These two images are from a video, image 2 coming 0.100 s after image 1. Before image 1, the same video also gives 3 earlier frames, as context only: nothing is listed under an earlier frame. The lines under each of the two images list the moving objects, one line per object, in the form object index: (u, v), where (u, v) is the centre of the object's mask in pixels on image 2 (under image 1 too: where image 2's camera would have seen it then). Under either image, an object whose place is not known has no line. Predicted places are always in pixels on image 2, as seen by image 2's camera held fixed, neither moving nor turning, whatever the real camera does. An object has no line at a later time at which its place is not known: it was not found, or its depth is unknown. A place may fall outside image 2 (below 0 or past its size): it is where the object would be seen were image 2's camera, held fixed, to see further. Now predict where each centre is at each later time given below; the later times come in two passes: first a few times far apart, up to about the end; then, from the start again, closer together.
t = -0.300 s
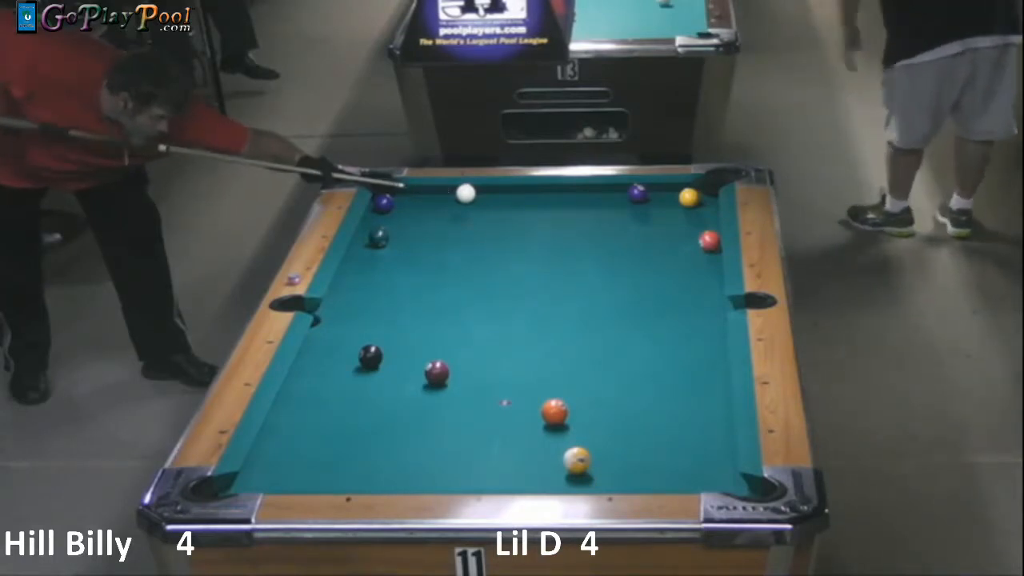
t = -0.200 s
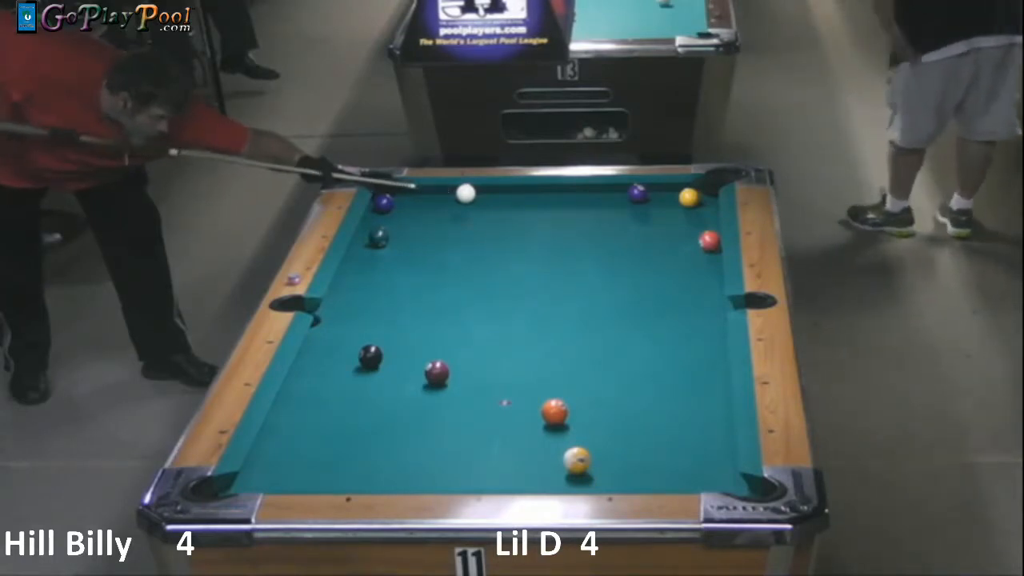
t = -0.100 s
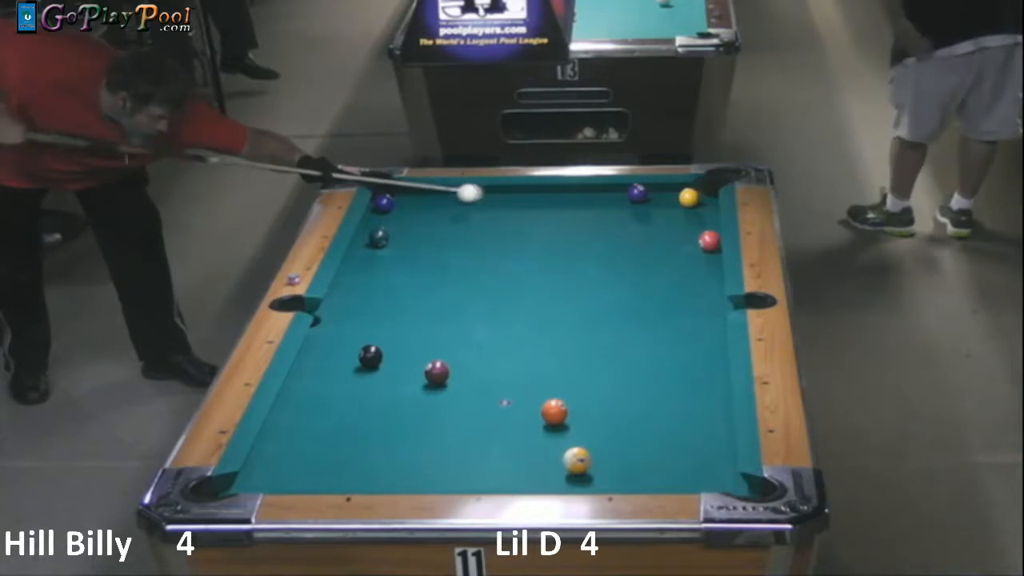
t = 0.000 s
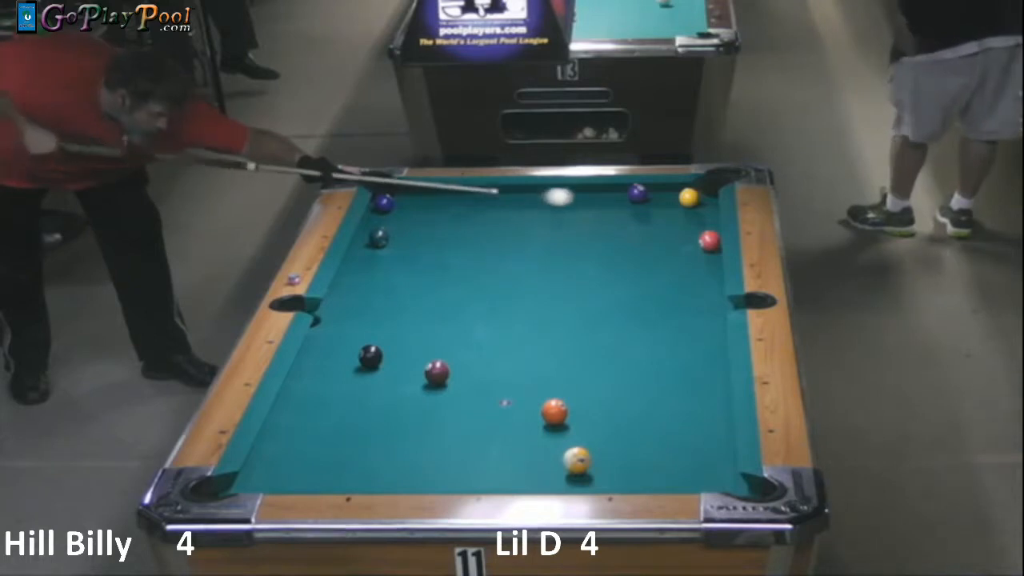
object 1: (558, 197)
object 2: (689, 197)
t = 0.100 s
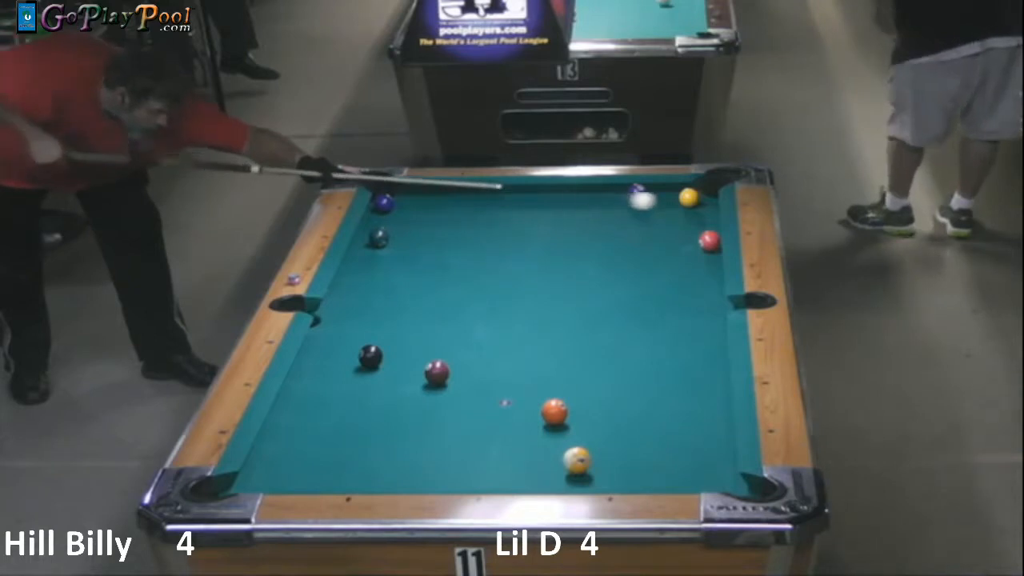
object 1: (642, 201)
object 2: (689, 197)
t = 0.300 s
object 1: (661, 208)
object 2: (701, 190)
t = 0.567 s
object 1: (568, 212)
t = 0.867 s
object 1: (467, 216)
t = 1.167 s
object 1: (372, 220)
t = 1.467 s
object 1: (439, 218)
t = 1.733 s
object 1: (496, 216)
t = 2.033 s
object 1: (559, 214)
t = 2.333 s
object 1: (619, 213)
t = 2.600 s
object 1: (670, 211)
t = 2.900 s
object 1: (700, 211)
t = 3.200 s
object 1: (664, 210)
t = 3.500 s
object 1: (630, 210)
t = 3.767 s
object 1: (602, 210)
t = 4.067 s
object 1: (573, 211)
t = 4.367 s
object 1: (546, 211)
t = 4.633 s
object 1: (524, 211)
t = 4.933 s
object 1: (502, 211)
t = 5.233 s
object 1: (481, 211)
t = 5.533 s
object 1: (463, 212)
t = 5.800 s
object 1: (449, 212)
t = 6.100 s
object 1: (435, 211)
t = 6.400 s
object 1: (424, 211)
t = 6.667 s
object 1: (416, 211)
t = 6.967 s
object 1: (409, 212)
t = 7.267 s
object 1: (405, 212)
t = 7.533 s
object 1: (402, 212)
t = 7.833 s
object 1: (401, 212)
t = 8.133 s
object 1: (401, 212)
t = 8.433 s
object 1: (401, 212)
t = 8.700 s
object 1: (401, 212)
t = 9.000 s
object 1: (401, 212)
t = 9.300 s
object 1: (401, 212)
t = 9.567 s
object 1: (401, 212)
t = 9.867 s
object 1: (401, 212)
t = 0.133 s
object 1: (668, 202)
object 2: (689, 197)
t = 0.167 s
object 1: (693, 204)
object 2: (689, 193)
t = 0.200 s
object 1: (707, 207)
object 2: (693, 194)
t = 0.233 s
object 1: (691, 207)
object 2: (696, 191)
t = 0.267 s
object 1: (676, 208)
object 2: (699, 191)
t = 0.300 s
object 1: (661, 208)
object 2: (701, 190)
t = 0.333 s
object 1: (649, 209)
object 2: (704, 188)
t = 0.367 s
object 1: (637, 209)
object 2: (706, 187)
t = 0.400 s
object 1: (625, 210)
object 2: (708, 186)
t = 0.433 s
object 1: (614, 210)
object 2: (711, 186)
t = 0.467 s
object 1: (602, 210)
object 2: (713, 188)
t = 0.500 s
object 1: (591, 211)
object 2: (714, 191)
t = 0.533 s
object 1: (579, 211)
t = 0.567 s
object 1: (568, 212)
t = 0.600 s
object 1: (557, 212)
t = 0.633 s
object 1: (545, 212)
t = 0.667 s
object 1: (534, 213)
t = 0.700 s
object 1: (523, 214)
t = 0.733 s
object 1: (511, 214)
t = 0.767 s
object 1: (500, 214)
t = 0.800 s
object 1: (489, 215)
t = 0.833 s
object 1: (478, 215)
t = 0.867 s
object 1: (467, 216)
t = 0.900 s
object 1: (455, 216)
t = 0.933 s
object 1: (444, 217)
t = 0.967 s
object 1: (433, 217)
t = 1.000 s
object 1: (422, 218)
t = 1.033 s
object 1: (411, 218)
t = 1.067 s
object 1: (400, 219)
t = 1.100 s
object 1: (389, 219)
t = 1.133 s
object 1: (378, 219)
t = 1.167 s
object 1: (372, 220)
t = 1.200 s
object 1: (380, 219)
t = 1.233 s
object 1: (388, 219)
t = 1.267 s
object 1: (395, 219)
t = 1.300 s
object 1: (402, 219)
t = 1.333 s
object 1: (410, 219)
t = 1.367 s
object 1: (417, 218)
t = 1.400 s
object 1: (425, 218)
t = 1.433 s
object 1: (432, 218)
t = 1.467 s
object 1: (439, 218)
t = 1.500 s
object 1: (447, 217)
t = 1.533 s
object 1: (454, 217)
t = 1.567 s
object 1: (461, 217)
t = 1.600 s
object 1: (468, 217)
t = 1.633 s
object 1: (475, 217)
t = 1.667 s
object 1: (482, 216)
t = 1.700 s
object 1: (489, 216)
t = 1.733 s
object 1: (496, 216)
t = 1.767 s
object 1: (503, 216)
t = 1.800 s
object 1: (510, 215)
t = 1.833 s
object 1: (517, 215)
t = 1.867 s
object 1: (524, 215)
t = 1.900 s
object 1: (531, 215)
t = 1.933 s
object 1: (538, 215)
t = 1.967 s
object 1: (545, 215)
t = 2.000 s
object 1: (552, 214)
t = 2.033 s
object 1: (559, 214)
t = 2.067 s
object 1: (565, 214)
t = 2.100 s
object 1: (572, 214)
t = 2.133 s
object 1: (579, 214)
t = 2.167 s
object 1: (585, 213)
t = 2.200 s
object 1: (592, 213)
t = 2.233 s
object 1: (599, 213)
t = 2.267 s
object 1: (605, 213)
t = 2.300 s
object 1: (612, 213)
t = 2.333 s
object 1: (619, 213)
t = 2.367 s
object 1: (625, 213)
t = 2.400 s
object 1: (632, 213)
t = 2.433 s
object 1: (638, 212)
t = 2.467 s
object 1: (645, 212)
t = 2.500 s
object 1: (651, 212)
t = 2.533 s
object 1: (658, 212)
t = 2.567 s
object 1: (664, 212)
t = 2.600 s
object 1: (670, 211)
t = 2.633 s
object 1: (676, 211)
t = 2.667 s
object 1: (683, 211)
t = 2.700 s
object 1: (689, 211)
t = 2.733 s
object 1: (695, 211)
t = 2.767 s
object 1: (701, 211)
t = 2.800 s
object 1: (707, 210)
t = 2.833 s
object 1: (707, 210)
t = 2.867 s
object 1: (705, 210)
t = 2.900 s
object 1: (700, 211)
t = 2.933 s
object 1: (695, 211)
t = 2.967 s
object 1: (691, 211)
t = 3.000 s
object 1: (687, 211)
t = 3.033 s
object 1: (683, 210)
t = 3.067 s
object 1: (679, 210)
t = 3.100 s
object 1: (676, 211)
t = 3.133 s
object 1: (672, 210)
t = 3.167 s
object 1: (668, 210)
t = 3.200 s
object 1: (664, 210)
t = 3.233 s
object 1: (660, 210)
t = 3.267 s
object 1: (656, 210)
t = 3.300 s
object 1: (652, 210)
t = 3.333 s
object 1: (649, 210)
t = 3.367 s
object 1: (645, 210)
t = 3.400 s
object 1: (641, 210)
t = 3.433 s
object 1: (638, 210)
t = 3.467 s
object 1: (634, 210)
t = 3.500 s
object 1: (630, 210)
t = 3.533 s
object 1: (627, 210)
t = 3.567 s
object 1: (623, 210)
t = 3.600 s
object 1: (620, 210)
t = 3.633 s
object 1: (616, 211)
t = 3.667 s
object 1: (613, 210)
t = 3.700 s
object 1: (609, 210)
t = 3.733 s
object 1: (606, 210)
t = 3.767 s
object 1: (602, 210)
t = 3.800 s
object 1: (599, 210)
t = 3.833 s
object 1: (596, 211)
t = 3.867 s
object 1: (593, 211)
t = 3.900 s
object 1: (590, 210)
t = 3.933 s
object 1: (586, 210)
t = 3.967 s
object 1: (583, 210)
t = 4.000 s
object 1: (580, 210)
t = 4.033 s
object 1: (577, 210)
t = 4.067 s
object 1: (573, 211)
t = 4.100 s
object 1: (570, 211)
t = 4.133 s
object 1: (567, 211)
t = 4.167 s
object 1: (564, 211)
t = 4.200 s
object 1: (561, 211)
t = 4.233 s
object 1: (558, 211)
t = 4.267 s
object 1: (555, 211)
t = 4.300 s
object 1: (552, 211)
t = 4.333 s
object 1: (549, 211)
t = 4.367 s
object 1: (546, 211)
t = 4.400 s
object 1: (543, 211)
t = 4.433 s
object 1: (541, 211)
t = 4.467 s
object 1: (538, 211)
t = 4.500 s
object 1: (535, 211)
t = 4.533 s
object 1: (532, 211)
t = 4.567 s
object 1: (530, 211)
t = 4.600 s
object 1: (527, 211)
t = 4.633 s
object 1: (524, 211)
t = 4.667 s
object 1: (522, 211)
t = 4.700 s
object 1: (519, 211)
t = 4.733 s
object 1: (516, 211)
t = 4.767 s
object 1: (514, 211)
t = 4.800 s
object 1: (511, 211)
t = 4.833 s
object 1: (509, 211)
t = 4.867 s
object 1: (506, 211)
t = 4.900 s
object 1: (504, 211)
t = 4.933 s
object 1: (502, 211)
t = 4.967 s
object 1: (499, 211)
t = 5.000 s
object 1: (497, 211)
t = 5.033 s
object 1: (495, 211)
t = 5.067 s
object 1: (492, 211)
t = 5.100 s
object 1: (490, 211)
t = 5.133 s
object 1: (488, 211)
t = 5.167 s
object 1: (485, 211)
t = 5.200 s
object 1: (483, 211)
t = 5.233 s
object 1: (481, 211)
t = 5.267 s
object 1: (479, 211)
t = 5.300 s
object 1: (477, 211)
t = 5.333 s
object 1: (475, 212)
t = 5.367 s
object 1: (473, 212)
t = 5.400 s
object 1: (471, 211)
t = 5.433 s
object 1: (469, 212)
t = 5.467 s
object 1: (467, 211)
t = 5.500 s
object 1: (465, 211)
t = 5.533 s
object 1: (463, 212)
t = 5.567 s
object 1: (461, 211)
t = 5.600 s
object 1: (459, 212)
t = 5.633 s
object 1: (458, 212)
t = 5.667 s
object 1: (456, 212)
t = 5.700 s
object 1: (454, 212)
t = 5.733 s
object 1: (452, 212)
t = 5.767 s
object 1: (451, 212)
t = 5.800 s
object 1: (449, 212)
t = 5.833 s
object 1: (447, 212)
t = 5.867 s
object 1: (445, 212)
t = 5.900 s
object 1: (444, 212)
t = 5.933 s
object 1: (442, 212)
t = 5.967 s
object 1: (441, 212)
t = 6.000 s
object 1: (439, 212)
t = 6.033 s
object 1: (438, 212)
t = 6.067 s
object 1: (436, 212)
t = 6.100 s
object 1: (435, 211)
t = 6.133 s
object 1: (434, 211)
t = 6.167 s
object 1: (432, 211)
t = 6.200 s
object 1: (431, 211)
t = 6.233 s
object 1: (430, 211)
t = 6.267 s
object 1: (428, 212)
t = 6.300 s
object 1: (427, 211)
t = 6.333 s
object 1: (426, 212)
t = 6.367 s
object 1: (425, 212)
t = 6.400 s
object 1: (424, 211)
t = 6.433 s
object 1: (423, 211)
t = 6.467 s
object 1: (422, 212)
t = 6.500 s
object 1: (421, 212)
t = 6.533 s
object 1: (419, 212)
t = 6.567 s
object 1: (419, 212)
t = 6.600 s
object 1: (418, 211)
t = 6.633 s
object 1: (417, 212)
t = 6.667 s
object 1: (416, 211)
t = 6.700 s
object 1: (415, 211)
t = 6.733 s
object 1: (414, 211)
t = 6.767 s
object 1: (413, 211)
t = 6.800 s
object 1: (412, 212)
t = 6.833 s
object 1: (412, 212)
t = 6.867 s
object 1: (411, 212)
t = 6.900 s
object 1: (410, 212)
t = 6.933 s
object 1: (410, 212)
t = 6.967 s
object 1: (409, 212)
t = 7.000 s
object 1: (408, 212)
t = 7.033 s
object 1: (408, 212)
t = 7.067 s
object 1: (407, 212)
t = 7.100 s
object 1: (407, 212)
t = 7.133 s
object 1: (406, 212)
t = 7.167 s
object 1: (406, 212)
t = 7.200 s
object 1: (405, 212)
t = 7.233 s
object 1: (405, 212)
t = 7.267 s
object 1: (405, 212)
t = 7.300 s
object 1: (404, 212)
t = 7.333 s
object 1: (404, 212)
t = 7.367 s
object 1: (403, 212)
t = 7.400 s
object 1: (403, 212)
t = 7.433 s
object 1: (403, 212)
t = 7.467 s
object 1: (402, 212)
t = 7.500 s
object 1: (402, 212)
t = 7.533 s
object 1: (402, 212)
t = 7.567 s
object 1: (402, 212)
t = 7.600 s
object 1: (402, 212)
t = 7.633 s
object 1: (401, 212)
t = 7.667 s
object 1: (401, 212)
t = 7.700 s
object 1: (401, 212)
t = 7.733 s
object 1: (401, 212)
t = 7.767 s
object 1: (401, 212)
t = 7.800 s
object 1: (401, 212)
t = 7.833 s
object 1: (401, 212)
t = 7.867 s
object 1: (401, 212)
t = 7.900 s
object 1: (401, 212)
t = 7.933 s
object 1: (401, 212)
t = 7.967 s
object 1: (401, 212)
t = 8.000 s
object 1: (401, 212)
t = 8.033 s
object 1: (401, 212)
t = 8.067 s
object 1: (401, 212)
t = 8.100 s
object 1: (401, 212)
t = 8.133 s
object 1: (401, 212)
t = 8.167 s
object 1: (401, 212)
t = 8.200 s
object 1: (401, 212)
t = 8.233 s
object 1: (401, 212)
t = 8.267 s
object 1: (401, 212)
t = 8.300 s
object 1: (401, 212)
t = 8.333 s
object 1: (401, 212)
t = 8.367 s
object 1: (401, 212)
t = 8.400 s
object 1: (401, 212)
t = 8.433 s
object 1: (401, 212)
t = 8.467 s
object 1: (401, 212)
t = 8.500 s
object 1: (401, 212)
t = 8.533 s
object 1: (401, 212)
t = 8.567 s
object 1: (401, 212)
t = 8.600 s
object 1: (401, 212)
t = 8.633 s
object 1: (401, 212)
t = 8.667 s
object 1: (401, 212)
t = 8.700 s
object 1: (401, 212)
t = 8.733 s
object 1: (401, 212)
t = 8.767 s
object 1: (401, 212)
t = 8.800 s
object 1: (401, 212)
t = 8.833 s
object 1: (401, 212)
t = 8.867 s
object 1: (401, 212)
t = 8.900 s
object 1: (401, 212)
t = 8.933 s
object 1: (401, 212)
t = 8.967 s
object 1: (401, 212)
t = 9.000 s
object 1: (401, 212)
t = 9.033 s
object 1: (401, 212)
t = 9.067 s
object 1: (401, 212)
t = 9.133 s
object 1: (401, 212)
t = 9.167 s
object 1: (401, 212)
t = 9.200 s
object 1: (401, 212)
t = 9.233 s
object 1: (401, 212)
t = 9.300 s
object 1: (401, 212)
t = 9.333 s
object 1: (401, 212)
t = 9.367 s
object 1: (401, 212)
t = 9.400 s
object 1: (401, 212)
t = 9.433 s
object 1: (401, 212)
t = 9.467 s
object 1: (401, 212)
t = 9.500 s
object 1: (401, 212)
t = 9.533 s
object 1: (401, 212)
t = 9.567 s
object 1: (401, 212)
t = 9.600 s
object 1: (401, 212)
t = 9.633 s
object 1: (401, 212)
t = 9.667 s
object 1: (401, 212)
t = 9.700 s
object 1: (401, 212)
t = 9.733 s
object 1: (401, 212)
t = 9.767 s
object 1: (401, 212)
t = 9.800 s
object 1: (401, 212)
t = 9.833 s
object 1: (401, 212)
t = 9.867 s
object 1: (401, 212)
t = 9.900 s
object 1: (401, 212)
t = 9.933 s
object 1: (401, 212)
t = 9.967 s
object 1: (401, 212)
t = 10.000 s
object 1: (401, 212)
